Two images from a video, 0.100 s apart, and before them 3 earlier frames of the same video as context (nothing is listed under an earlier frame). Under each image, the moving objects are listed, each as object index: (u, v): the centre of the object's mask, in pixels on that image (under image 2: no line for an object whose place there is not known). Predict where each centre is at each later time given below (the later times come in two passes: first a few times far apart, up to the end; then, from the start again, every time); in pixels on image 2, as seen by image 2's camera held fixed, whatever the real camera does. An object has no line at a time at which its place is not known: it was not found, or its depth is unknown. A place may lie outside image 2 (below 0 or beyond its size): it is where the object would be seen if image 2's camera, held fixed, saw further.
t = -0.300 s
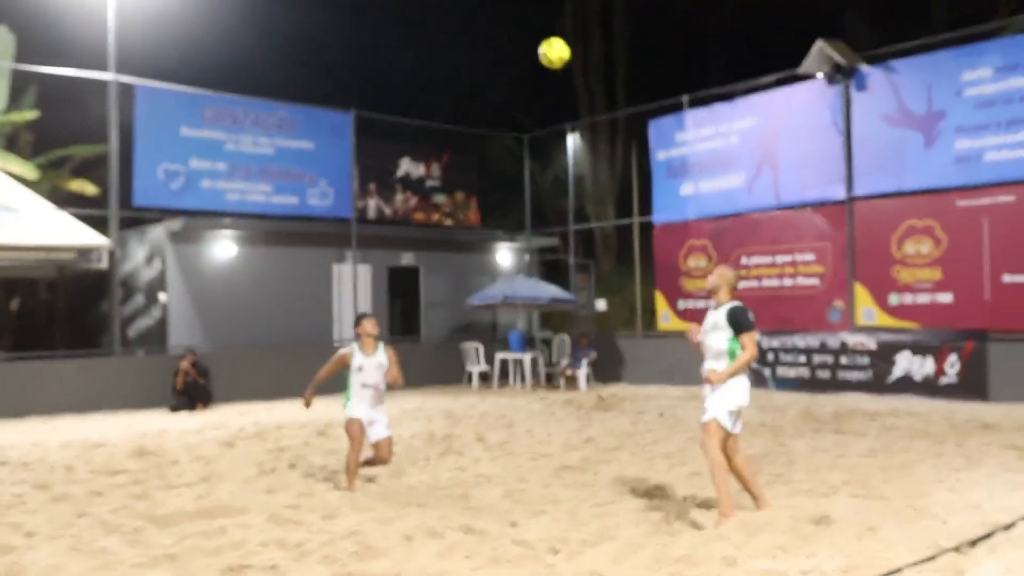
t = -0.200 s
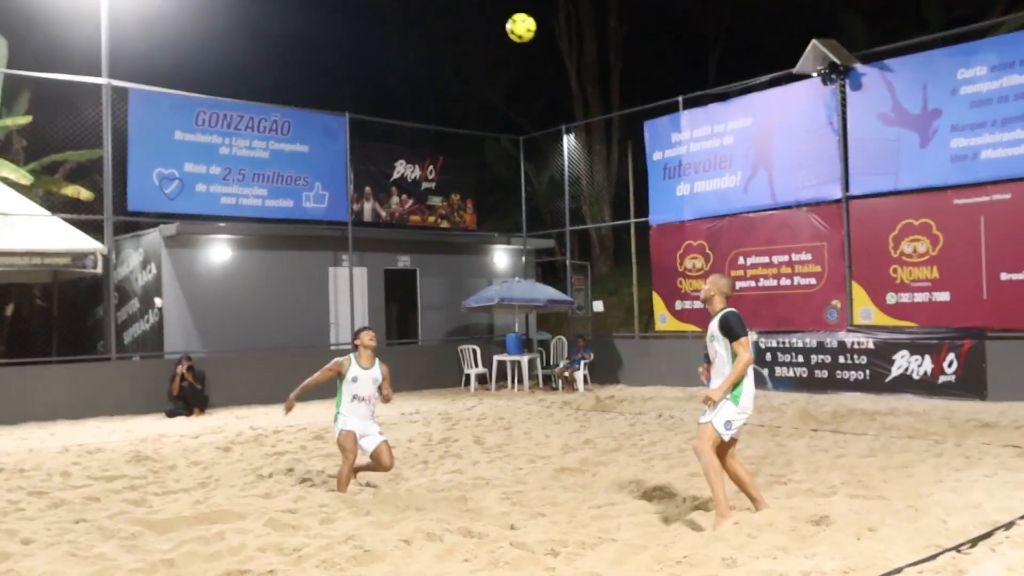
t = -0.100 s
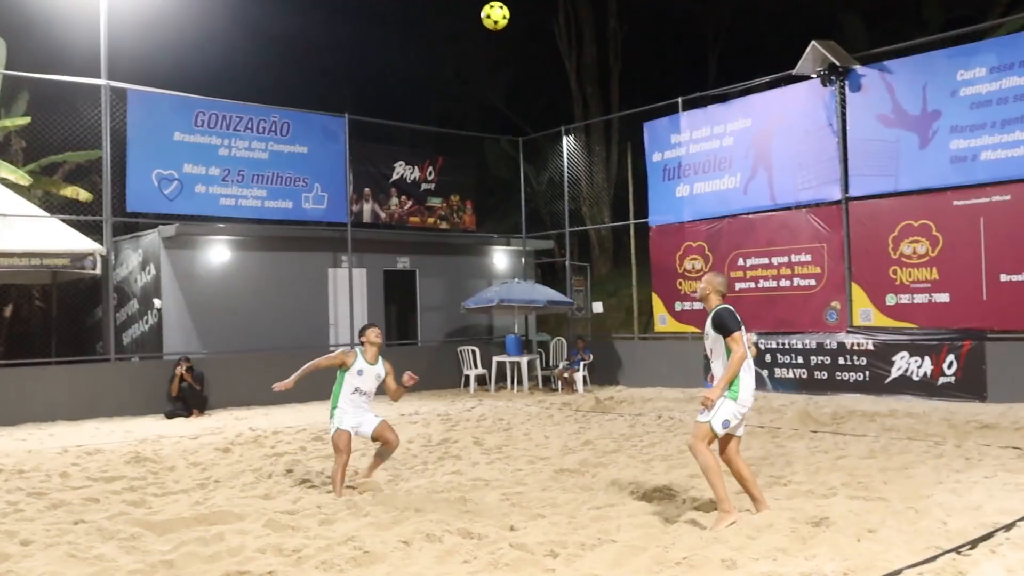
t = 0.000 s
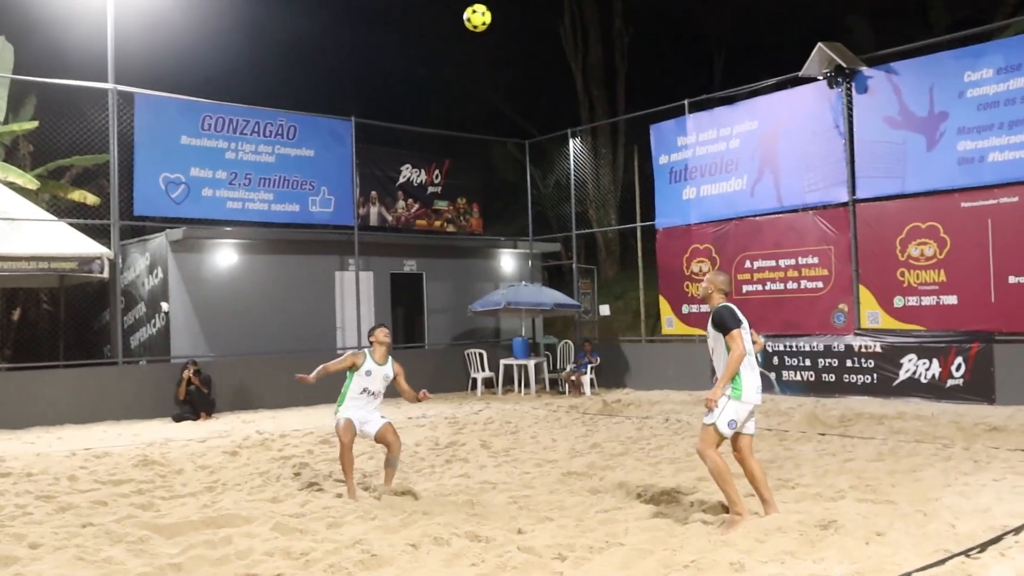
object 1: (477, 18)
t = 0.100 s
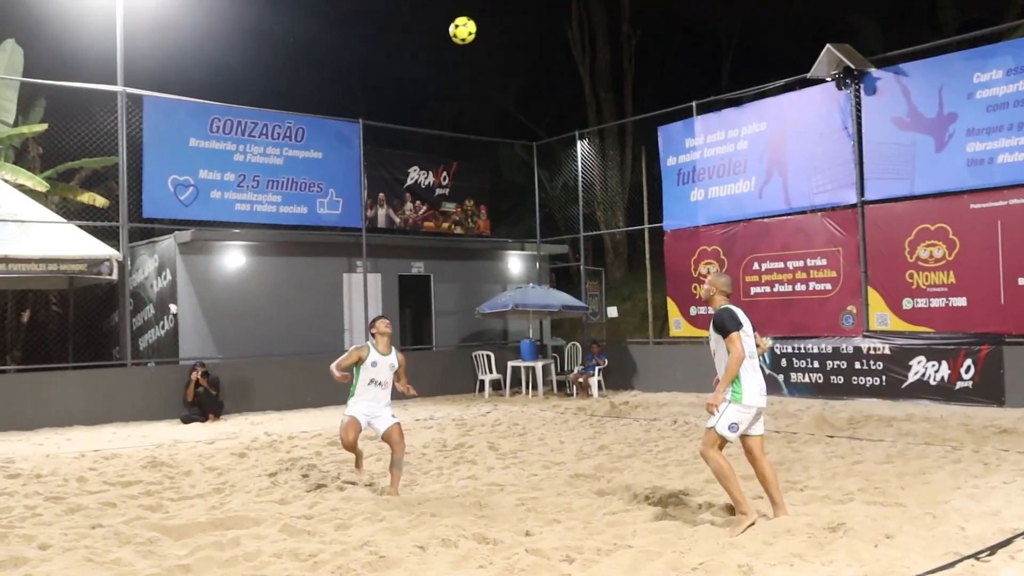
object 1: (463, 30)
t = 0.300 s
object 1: (423, 84)
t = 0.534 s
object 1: (383, 194)
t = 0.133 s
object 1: (456, 36)
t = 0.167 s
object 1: (449, 44)
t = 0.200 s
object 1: (443, 52)
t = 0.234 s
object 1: (436, 62)
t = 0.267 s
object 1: (430, 72)
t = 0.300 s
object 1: (423, 84)
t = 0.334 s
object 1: (417, 96)
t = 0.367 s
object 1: (411, 110)
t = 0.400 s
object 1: (405, 125)
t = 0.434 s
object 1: (400, 141)
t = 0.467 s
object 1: (394, 158)
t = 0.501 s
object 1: (389, 176)
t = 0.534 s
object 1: (383, 194)
